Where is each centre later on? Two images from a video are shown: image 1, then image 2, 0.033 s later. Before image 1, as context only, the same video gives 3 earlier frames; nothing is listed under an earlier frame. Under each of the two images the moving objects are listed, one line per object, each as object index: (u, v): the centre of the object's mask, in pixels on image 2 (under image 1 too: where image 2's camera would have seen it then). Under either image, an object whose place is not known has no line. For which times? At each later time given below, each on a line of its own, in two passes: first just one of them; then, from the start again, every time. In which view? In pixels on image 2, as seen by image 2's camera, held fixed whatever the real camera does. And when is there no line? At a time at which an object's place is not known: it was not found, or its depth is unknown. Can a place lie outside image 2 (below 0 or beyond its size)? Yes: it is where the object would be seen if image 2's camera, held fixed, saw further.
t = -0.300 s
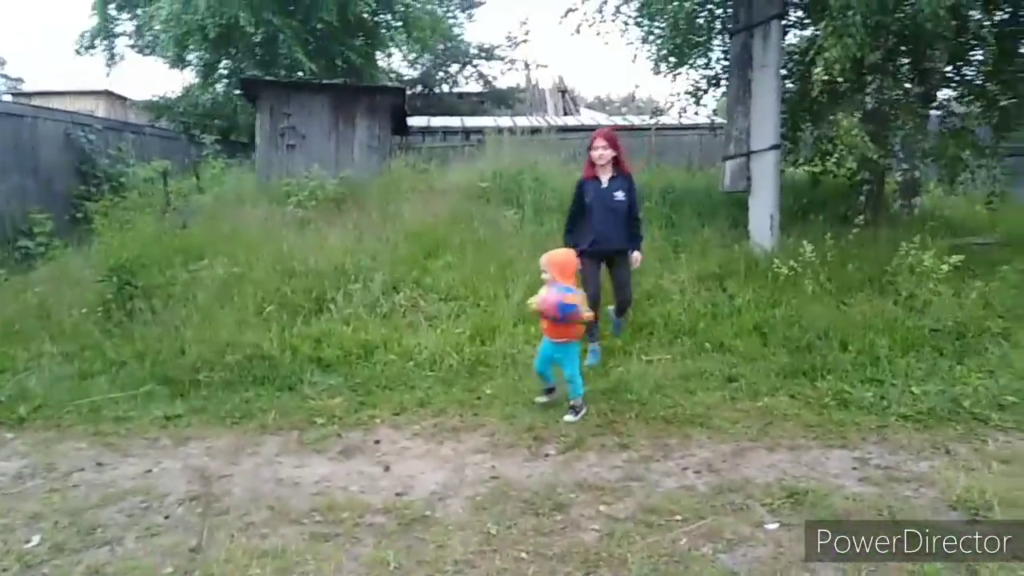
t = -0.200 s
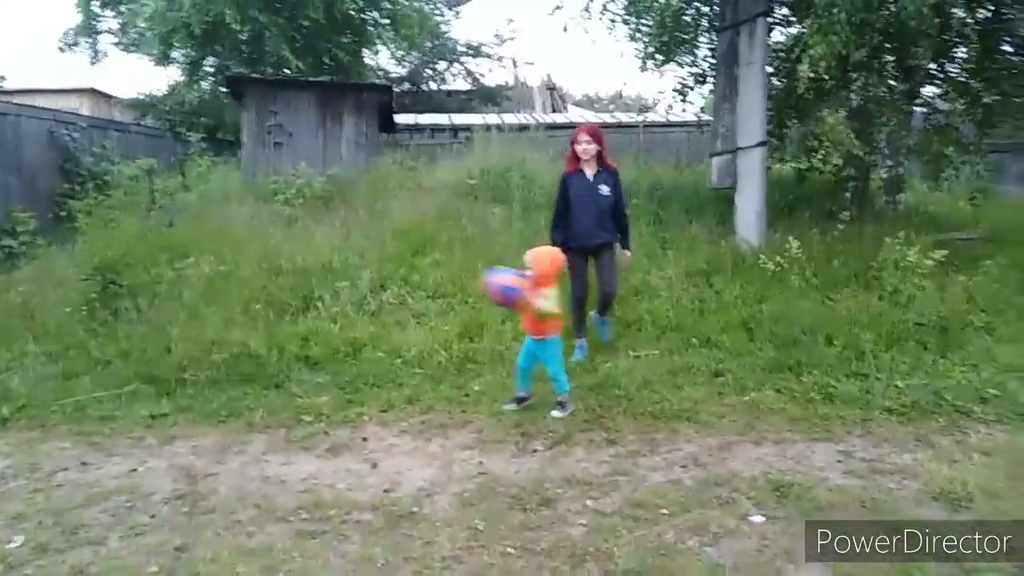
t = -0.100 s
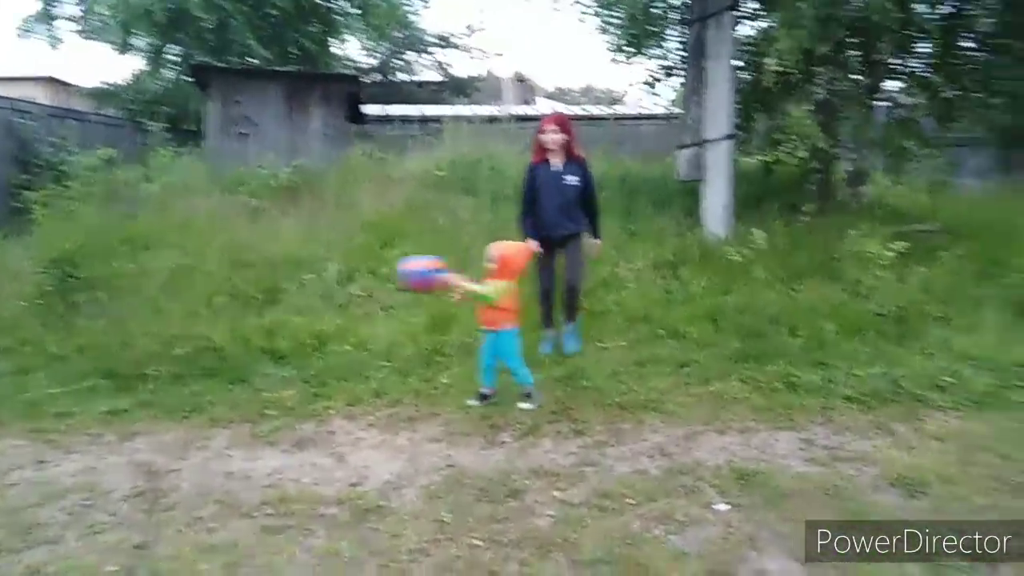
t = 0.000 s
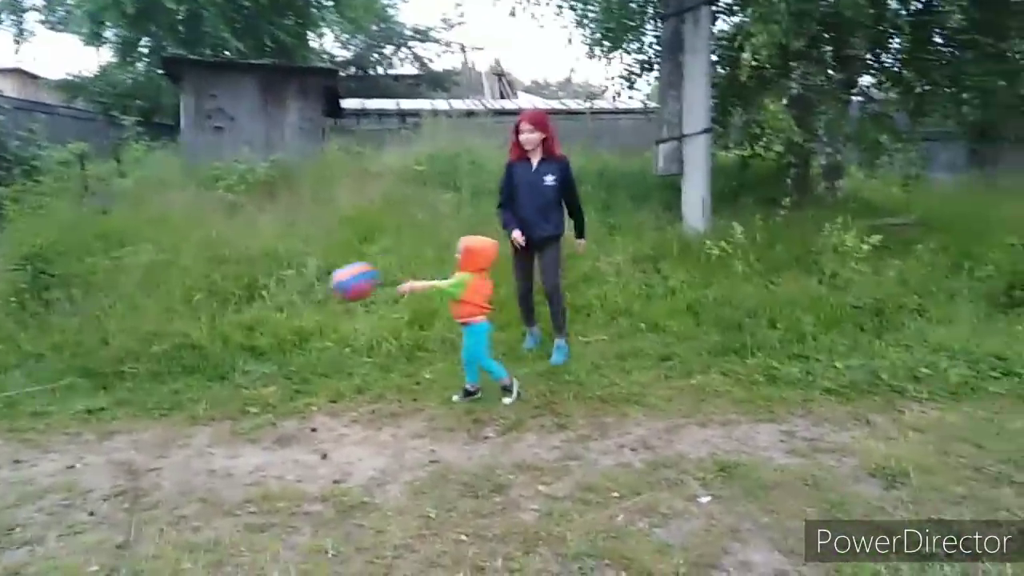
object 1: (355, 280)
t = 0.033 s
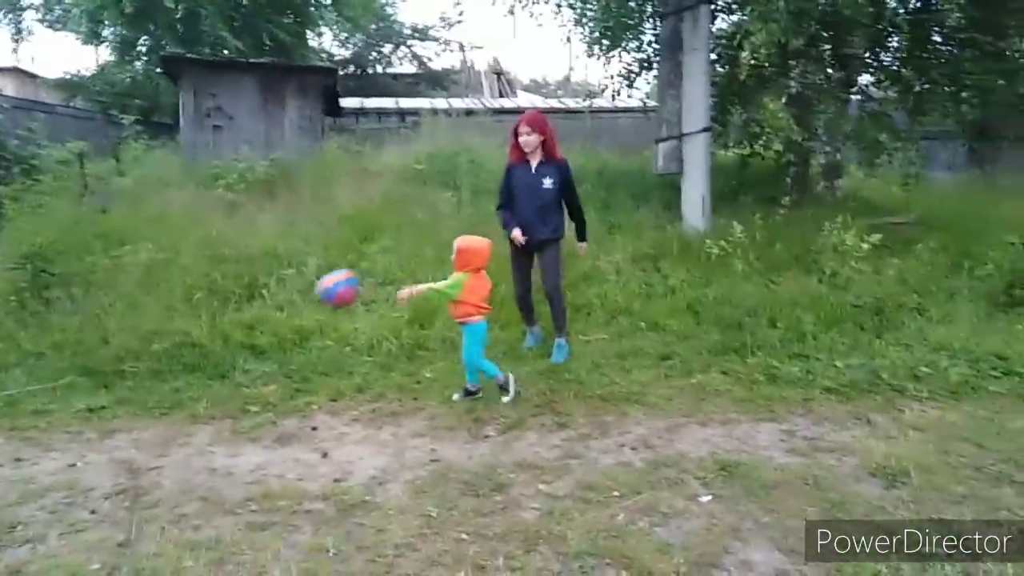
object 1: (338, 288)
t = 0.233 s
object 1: (257, 367)
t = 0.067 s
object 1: (324, 298)
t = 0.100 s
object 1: (310, 310)
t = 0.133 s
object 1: (295, 323)
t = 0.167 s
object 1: (282, 337)
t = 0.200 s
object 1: (269, 354)
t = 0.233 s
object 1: (257, 367)
